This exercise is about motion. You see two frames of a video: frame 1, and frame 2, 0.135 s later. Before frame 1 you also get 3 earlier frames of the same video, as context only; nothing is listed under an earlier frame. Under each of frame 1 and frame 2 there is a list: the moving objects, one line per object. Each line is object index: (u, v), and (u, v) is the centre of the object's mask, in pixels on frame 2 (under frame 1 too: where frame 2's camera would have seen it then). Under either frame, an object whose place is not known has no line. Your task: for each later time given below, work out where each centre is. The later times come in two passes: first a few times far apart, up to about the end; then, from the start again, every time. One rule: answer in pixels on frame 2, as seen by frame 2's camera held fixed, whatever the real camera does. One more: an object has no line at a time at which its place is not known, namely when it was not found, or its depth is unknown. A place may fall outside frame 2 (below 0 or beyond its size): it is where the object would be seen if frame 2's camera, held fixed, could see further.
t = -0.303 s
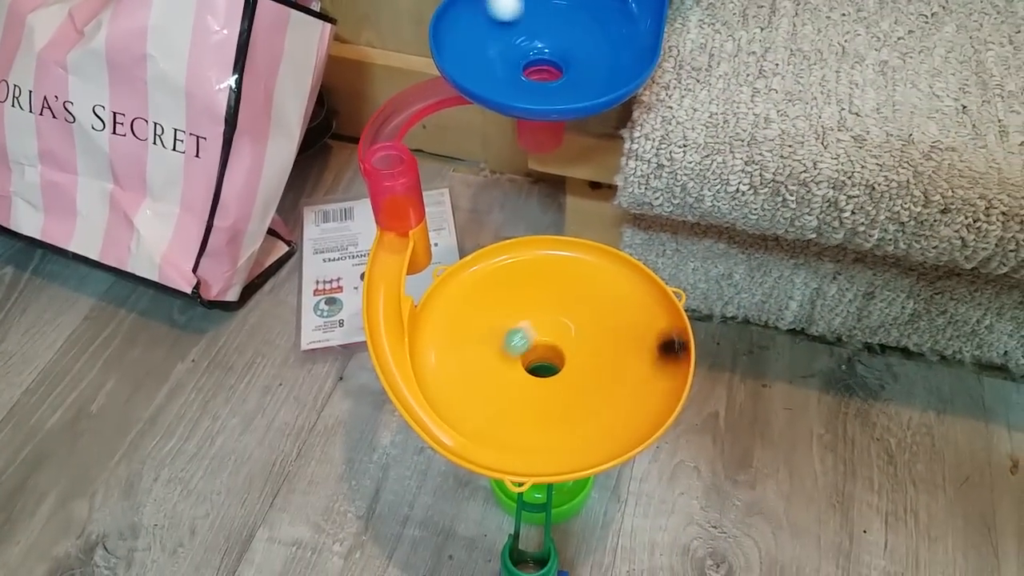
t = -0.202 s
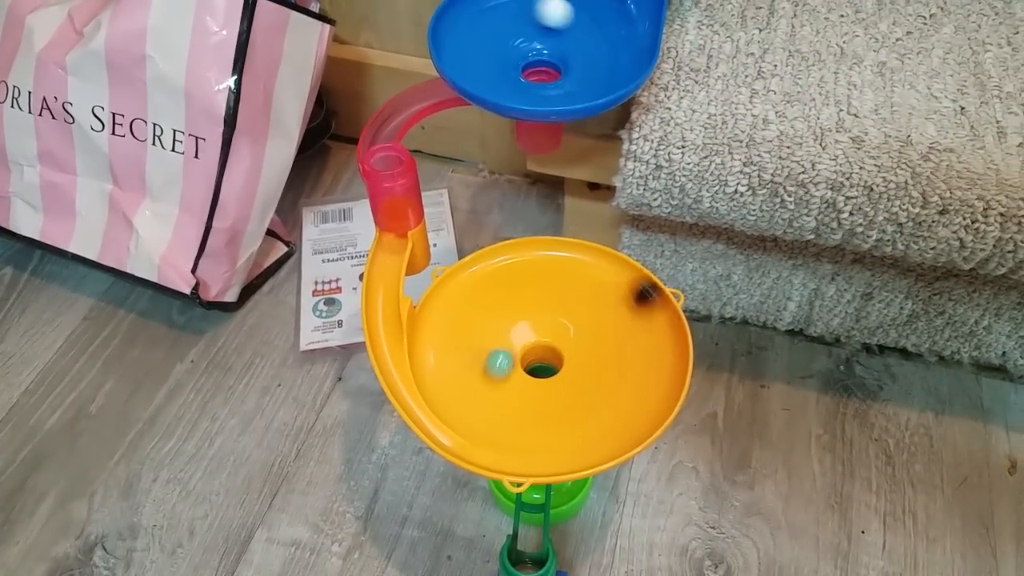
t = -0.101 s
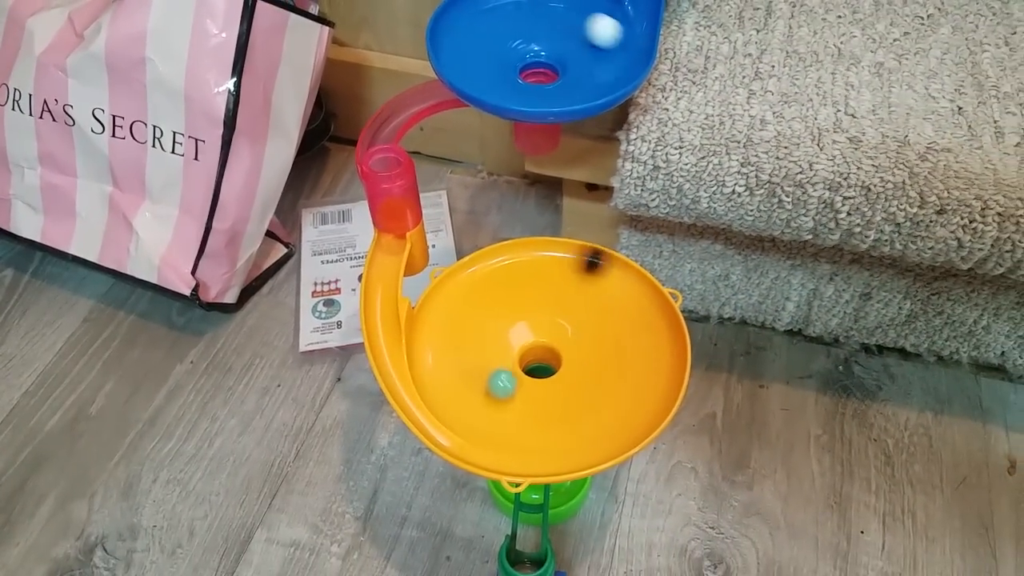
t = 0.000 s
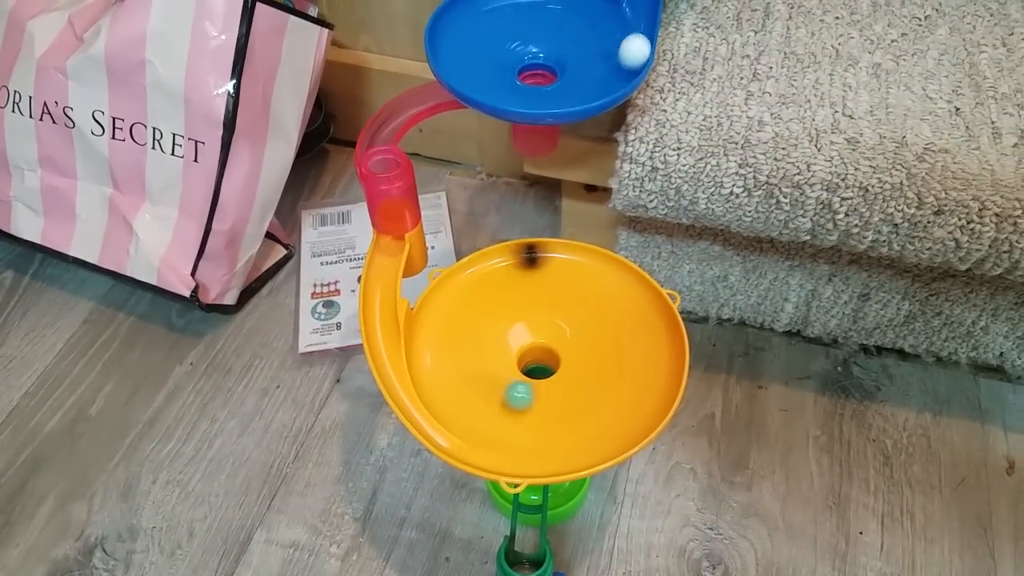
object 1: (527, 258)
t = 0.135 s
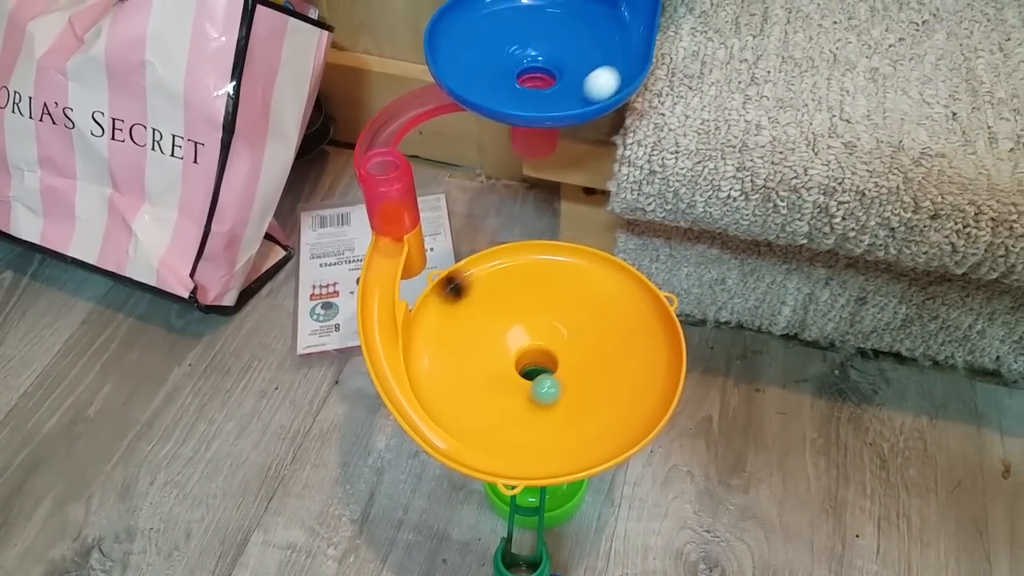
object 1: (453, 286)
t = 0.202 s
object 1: (429, 318)
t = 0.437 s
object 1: (489, 445)
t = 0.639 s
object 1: (614, 438)
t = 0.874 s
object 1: (652, 345)
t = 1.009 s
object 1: (617, 304)
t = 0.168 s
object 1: (439, 300)
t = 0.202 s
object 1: (429, 318)
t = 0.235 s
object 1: (422, 337)
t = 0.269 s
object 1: (421, 358)
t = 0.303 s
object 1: (424, 378)
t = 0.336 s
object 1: (434, 399)
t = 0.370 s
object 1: (450, 416)
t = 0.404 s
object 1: (468, 432)
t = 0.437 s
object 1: (489, 445)
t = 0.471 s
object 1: (512, 457)
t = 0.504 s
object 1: (534, 462)
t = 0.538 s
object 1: (557, 460)
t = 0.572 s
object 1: (577, 456)
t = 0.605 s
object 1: (597, 448)
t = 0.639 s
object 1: (614, 438)
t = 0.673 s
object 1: (629, 426)
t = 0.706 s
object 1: (639, 414)
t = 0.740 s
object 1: (647, 401)
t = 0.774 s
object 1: (653, 387)
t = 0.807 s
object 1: (655, 373)
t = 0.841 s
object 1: (655, 359)
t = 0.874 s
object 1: (652, 345)
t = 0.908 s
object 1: (646, 333)
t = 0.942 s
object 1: (638, 322)
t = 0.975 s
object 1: (629, 313)
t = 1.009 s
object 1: (617, 304)
